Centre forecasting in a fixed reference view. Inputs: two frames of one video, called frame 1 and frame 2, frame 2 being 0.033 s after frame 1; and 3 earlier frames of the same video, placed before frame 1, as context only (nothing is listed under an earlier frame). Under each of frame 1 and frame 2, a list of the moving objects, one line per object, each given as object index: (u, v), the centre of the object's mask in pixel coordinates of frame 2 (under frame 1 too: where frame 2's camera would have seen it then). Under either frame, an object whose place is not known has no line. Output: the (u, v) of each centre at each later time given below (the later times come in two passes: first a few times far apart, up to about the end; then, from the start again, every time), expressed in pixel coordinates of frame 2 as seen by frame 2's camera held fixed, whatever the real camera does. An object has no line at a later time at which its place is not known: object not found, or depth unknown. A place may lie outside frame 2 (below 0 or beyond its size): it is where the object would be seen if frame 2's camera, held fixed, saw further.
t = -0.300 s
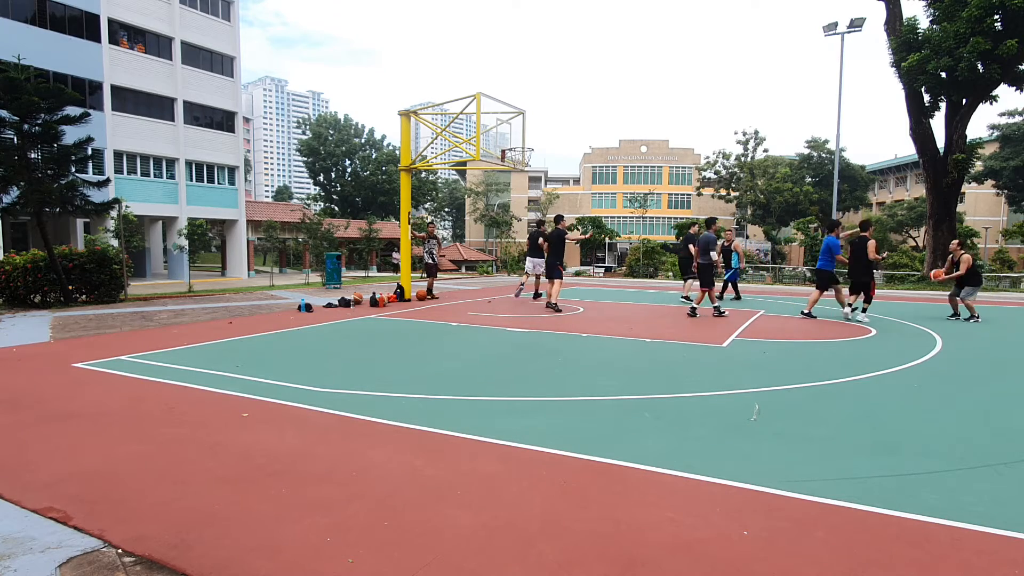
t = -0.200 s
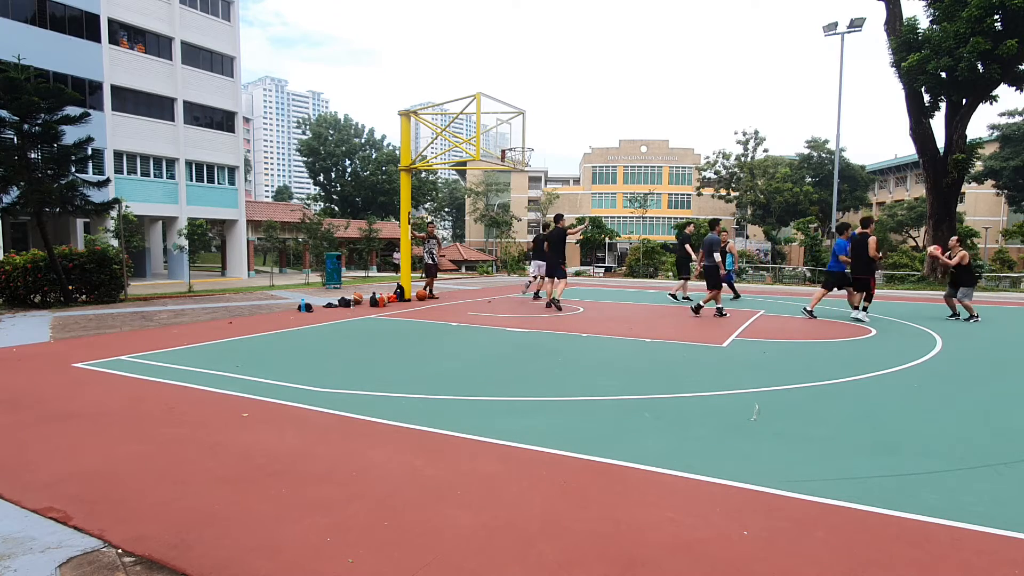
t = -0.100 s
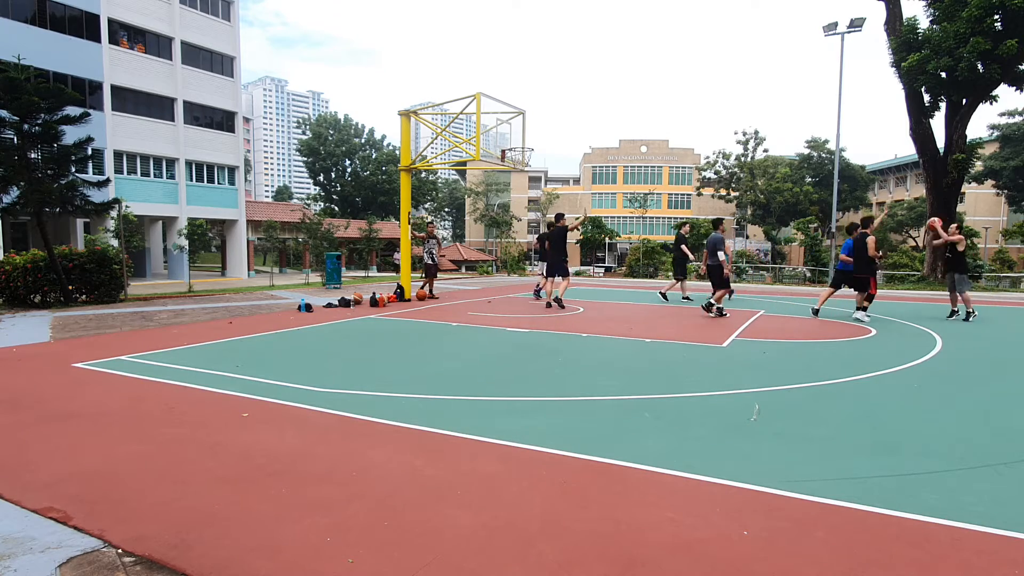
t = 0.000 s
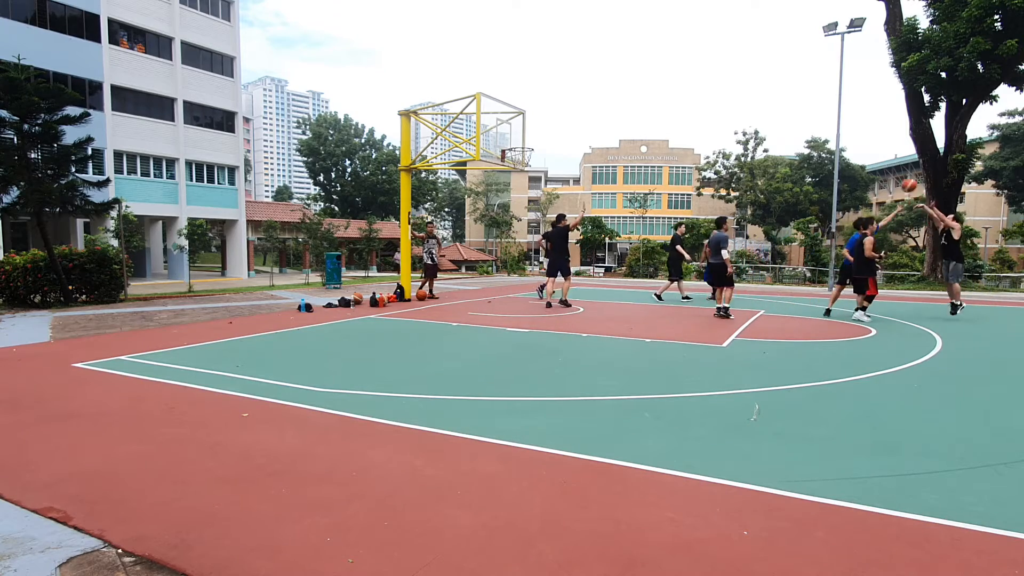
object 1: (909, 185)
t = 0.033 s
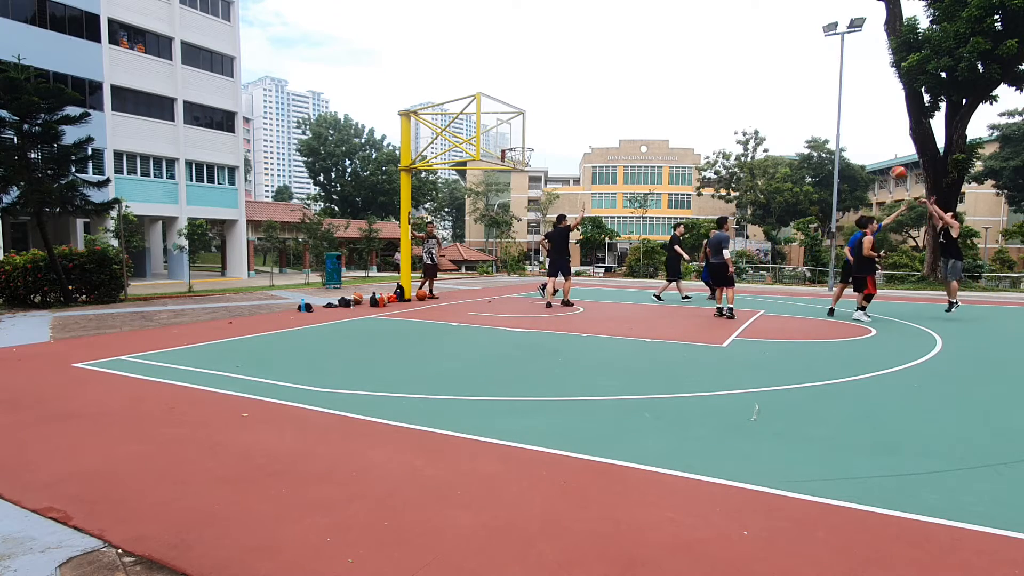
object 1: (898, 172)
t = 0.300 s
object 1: (810, 95)
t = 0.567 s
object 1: (726, 58)
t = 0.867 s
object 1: (634, 64)
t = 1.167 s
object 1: (548, 115)
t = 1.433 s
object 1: (532, 158)
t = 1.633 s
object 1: (514, 173)
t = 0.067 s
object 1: (887, 161)
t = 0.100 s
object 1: (875, 150)
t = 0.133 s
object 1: (865, 139)
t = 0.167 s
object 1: (854, 129)
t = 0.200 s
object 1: (843, 119)
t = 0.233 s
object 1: (832, 111)
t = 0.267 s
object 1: (821, 103)
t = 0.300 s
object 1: (810, 95)
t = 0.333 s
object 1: (800, 88)
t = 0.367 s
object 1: (789, 82)
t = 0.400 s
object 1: (778, 77)
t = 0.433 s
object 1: (768, 72)
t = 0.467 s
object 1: (757, 67)
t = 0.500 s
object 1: (747, 64)
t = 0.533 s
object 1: (736, 61)
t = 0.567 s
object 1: (726, 58)
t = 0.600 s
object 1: (716, 57)
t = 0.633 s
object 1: (705, 56)
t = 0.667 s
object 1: (695, 55)
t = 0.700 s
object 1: (685, 55)
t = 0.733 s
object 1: (675, 56)
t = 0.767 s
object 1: (664, 57)
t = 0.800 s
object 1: (654, 59)
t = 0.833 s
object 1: (644, 61)
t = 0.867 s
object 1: (634, 64)
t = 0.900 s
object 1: (625, 67)
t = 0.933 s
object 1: (615, 71)
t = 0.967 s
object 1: (605, 76)
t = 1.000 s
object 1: (595, 81)
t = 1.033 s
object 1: (586, 87)
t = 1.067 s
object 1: (576, 93)
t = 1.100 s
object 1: (567, 100)
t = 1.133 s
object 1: (557, 107)
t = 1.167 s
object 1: (548, 115)
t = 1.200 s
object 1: (539, 124)
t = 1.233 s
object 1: (530, 133)
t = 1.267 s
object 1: (520, 142)
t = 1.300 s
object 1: (516, 151)
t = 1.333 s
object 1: (524, 157)
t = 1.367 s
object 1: (530, 159)
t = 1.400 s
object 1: (532, 156)
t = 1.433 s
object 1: (532, 158)
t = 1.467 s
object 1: (529, 159)
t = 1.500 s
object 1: (526, 161)
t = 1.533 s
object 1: (523, 163)
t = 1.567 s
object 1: (520, 166)
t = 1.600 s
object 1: (517, 169)
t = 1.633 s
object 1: (514, 173)
